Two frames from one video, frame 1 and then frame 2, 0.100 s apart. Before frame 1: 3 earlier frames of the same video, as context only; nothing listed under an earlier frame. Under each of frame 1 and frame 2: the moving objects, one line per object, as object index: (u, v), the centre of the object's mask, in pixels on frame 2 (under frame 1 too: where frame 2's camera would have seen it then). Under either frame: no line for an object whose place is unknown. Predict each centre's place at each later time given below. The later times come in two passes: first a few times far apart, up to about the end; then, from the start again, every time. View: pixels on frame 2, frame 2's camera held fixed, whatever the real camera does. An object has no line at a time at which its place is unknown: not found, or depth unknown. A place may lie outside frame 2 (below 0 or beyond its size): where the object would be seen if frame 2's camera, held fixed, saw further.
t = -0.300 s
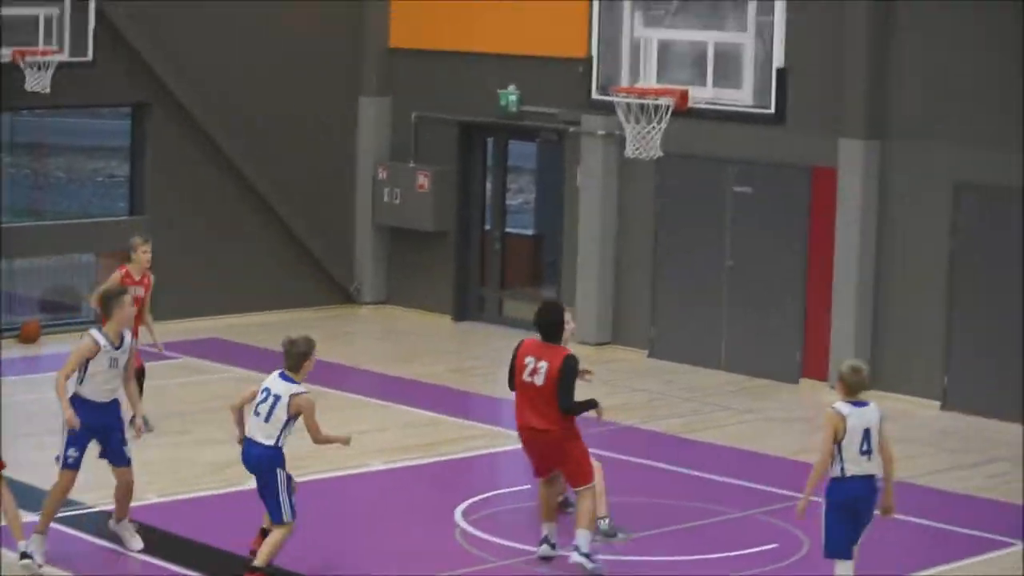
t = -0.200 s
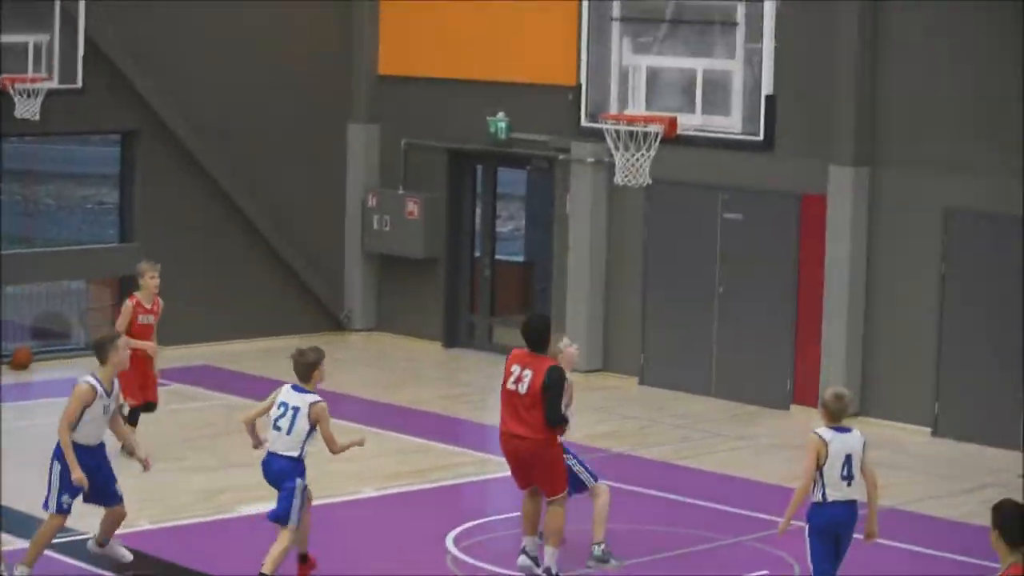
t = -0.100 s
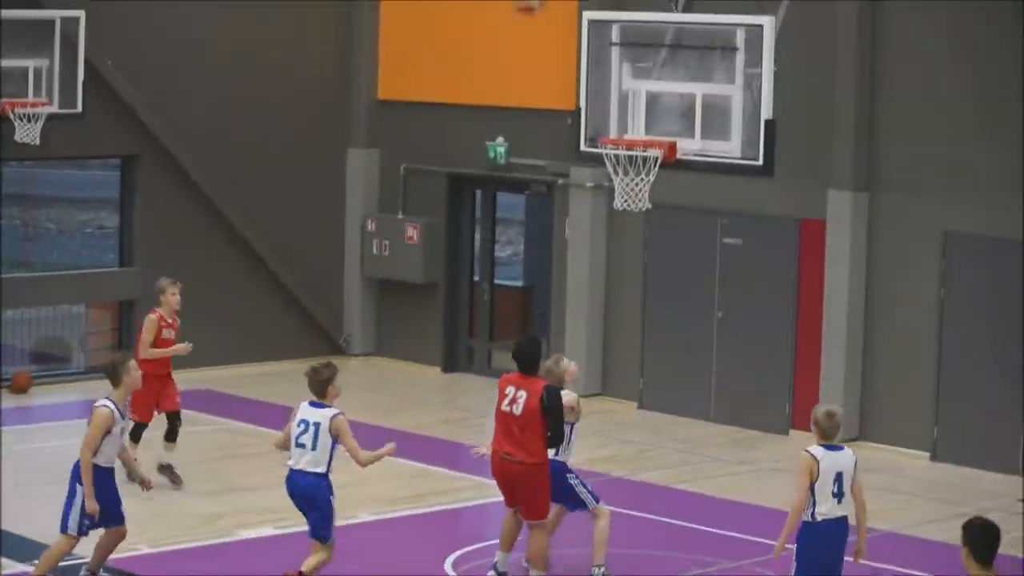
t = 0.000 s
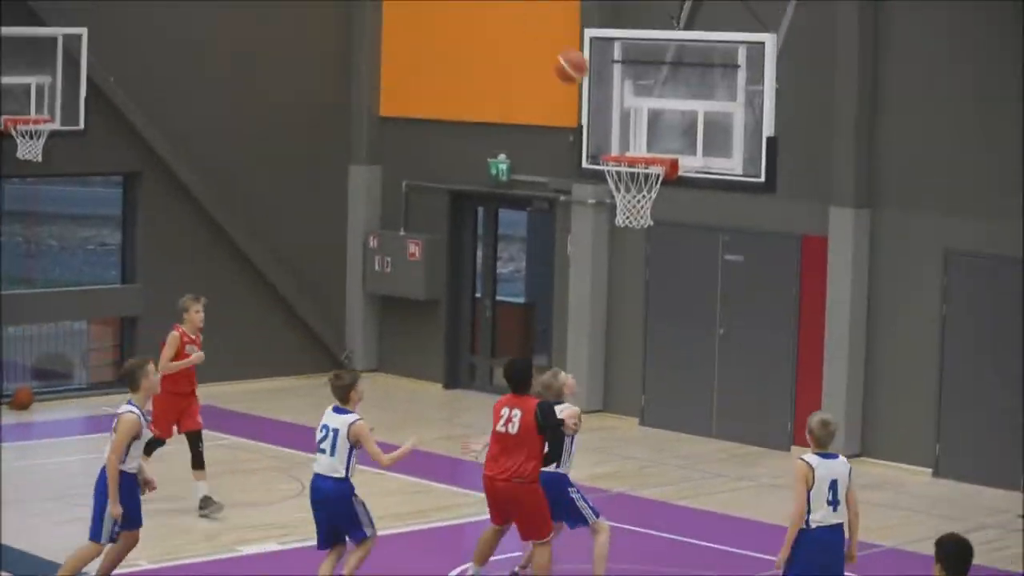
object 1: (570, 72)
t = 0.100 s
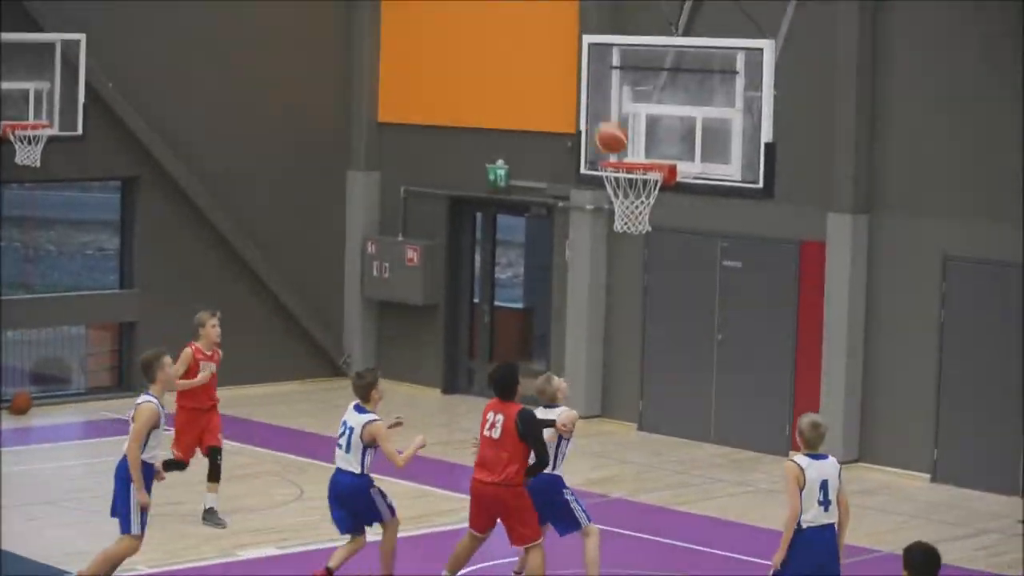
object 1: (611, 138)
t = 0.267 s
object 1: (656, 214)
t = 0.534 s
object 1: (695, 322)
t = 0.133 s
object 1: (626, 155)
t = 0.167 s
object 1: (638, 185)
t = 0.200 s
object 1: (645, 202)
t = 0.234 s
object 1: (651, 207)
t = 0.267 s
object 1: (656, 214)
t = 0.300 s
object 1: (662, 223)
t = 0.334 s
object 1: (667, 232)
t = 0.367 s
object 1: (672, 244)
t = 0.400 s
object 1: (677, 256)
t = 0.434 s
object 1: (681, 271)
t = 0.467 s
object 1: (687, 286)
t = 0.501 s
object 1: (690, 304)
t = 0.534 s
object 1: (695, 322)
